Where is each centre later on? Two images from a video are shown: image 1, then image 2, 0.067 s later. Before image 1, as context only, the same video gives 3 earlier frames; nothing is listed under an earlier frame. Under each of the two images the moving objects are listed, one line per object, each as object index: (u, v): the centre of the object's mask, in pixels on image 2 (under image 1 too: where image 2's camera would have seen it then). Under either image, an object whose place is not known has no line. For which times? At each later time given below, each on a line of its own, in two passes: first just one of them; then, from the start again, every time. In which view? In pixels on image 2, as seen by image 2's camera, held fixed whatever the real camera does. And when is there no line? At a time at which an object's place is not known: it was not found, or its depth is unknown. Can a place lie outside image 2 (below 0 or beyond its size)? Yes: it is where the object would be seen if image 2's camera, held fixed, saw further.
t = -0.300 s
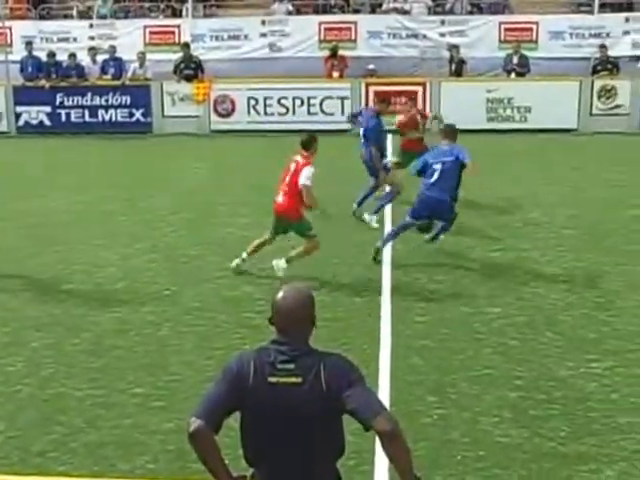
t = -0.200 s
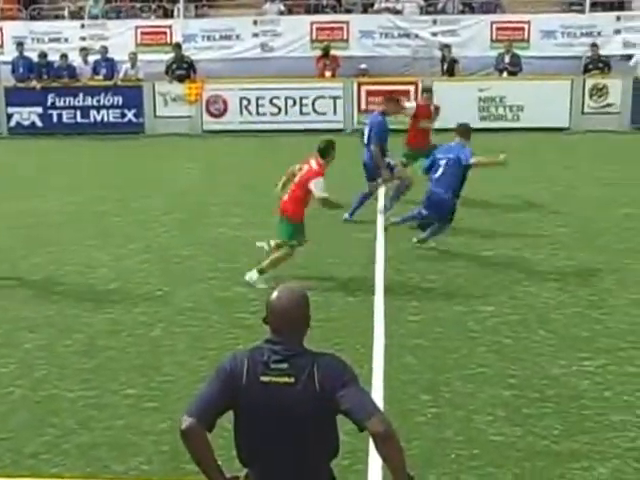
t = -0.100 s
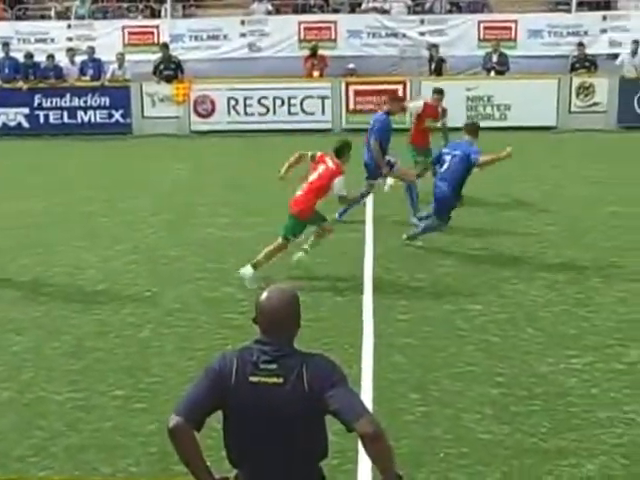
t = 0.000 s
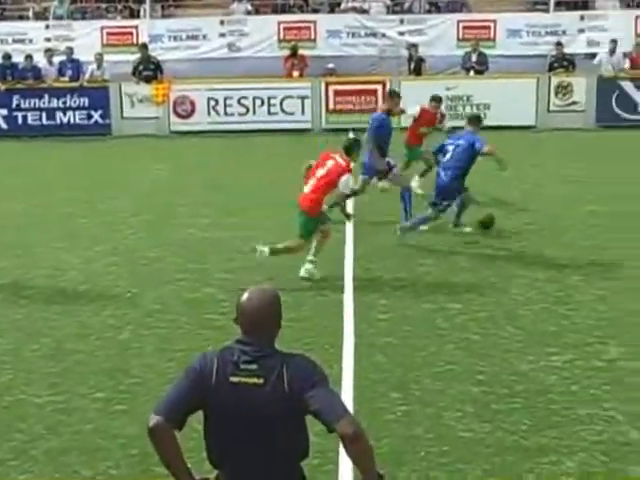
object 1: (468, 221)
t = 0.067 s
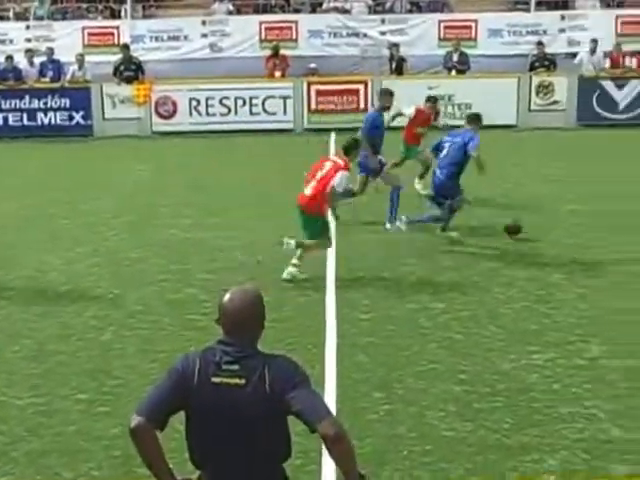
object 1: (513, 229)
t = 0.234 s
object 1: (613, 236)
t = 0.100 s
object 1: (535, 233)
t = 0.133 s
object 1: (555, 234)
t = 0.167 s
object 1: (574, 234)
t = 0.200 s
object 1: (593, 235)
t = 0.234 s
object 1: (613, 236)
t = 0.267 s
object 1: (632, 240)
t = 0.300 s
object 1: (650, 241)
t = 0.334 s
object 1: (667, 241)
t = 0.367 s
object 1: (684, 242)
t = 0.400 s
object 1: (702, 243)
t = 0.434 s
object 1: (719, 246)
